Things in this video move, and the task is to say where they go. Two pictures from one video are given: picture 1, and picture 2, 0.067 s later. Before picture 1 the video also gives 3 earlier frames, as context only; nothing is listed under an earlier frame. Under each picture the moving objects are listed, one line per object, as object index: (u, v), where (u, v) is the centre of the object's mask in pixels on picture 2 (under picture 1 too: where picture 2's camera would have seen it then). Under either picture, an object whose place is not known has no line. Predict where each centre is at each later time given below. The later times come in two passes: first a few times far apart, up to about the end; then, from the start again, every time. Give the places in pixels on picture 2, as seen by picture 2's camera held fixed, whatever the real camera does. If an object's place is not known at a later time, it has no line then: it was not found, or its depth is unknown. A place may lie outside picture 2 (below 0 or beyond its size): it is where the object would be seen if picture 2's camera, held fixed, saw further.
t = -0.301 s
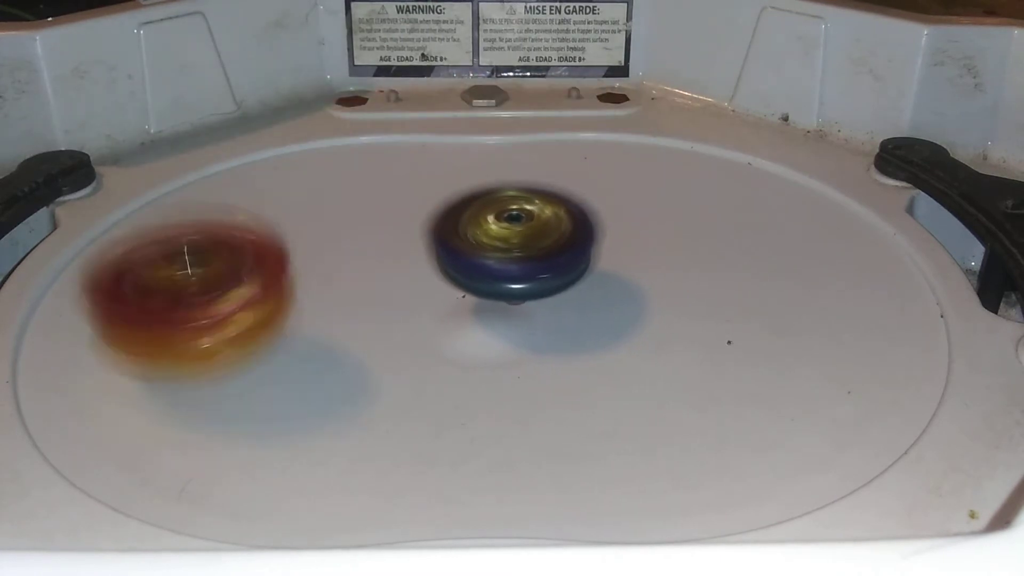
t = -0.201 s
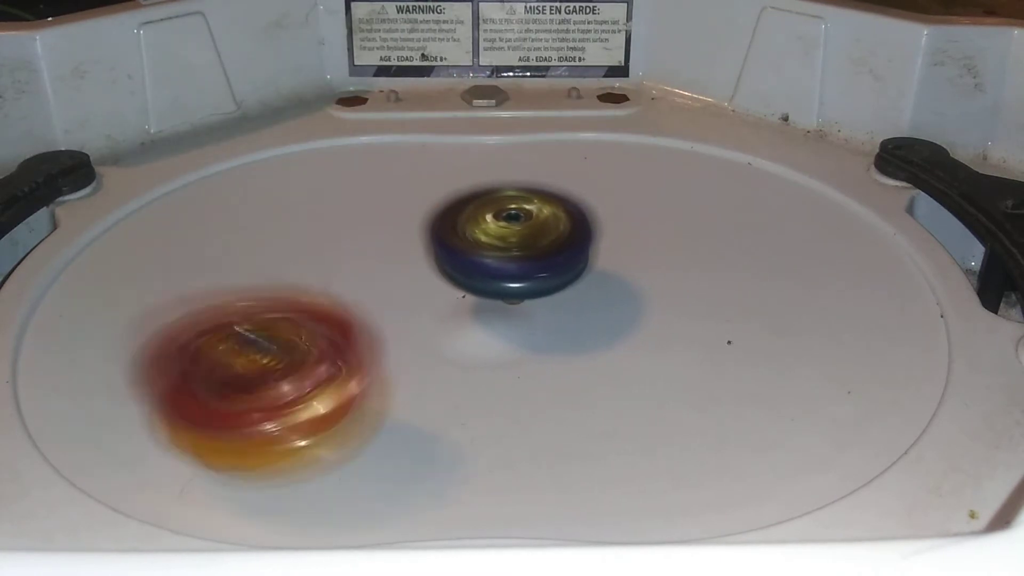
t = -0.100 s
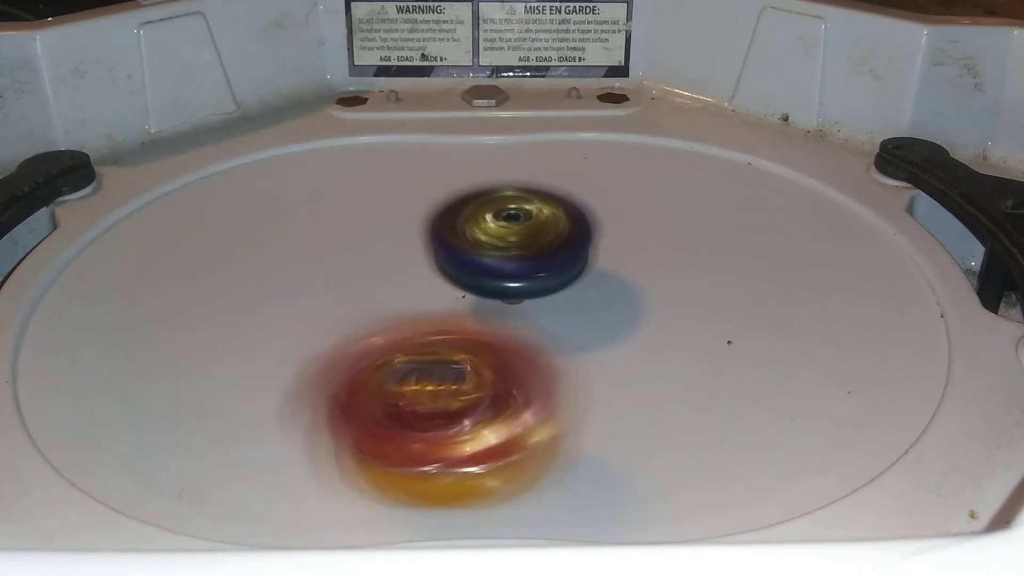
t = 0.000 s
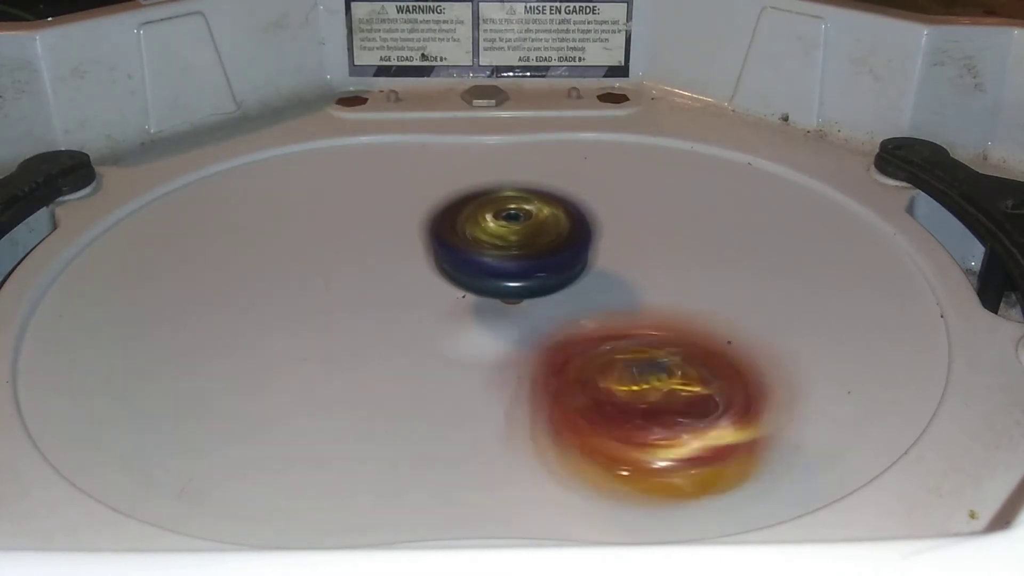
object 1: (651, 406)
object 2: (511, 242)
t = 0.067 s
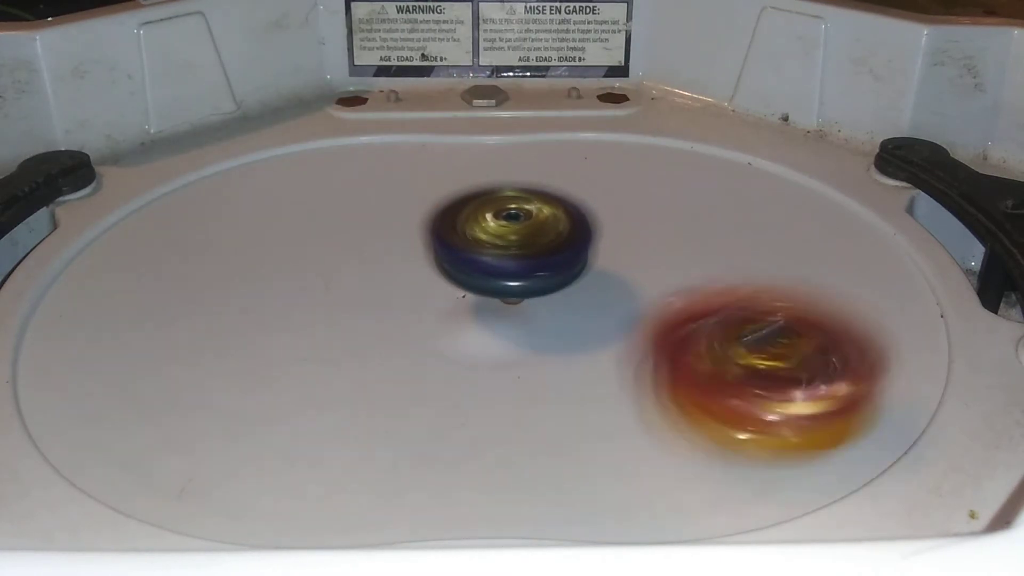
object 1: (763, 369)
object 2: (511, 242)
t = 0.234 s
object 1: (832, 239)
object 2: (515, 242)
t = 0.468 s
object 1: (640, 133)
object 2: (528, 245)
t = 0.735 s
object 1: (324, 181)
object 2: (550, 255)
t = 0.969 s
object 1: (227, 348)
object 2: (559, 263)
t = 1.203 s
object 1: (600, 414)
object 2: (563, 265)
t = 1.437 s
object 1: (773, 254)
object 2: (562, 266)
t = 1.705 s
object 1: (578, 133)
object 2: (555, 265)
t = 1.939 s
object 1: (327, 173)
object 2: (547, 265)
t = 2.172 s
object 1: (269, 339)
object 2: (538, 263)
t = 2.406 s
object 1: (621, 405)
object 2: (540, 258)
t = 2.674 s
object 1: (798, 241)
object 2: (541, 258)
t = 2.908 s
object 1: (611, 150)
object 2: (543, 264)
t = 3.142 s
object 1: (355, 176)
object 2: (544, 269)
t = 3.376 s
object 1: (229, 311)
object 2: (546, 272)
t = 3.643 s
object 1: (560, 396)
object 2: (543, 268)
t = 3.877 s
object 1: (751, 263)
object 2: (541, 276)
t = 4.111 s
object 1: (638, 150)
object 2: (541, 275)
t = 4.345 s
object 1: (414, 161)
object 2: (541, 271)
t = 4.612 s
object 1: (301, 313)
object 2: (541, 265)
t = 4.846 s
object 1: (566, 400)
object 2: (541, 262)
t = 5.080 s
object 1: (772, 288)
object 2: (541, 262)
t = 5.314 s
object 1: (654, 175)
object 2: (541, 263)
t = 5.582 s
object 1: (394, 168)
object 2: (543, 265)
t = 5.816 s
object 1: (260, 282)
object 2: (543, 267)
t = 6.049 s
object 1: (452, 386)
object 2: (545, 264)
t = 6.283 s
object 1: (732, 312)
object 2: (542, 267)
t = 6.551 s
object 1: (679, 174)
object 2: (542, 267)
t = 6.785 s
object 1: (470, 168)
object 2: (542, 267)
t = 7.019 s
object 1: (325, 271)
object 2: (542, 266)
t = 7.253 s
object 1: (442, 387)
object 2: (544, 264)
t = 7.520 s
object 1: (705, 309)
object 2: (535, 263)
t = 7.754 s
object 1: (712, 190)
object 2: (492, 241)
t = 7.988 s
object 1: (530, 157)
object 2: (461, 256)
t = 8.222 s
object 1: (365, 117)
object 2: (198, 443)
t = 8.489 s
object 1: (312, 222)
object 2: (300, 332)
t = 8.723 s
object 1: (489, 258)
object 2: (461, 367)
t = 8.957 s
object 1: (683, 224)
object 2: (617, 341)
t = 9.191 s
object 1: (701, 147)
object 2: (817, 266)
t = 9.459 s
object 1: (493, 162)
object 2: (803, 252)
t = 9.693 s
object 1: (379, 289)
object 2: (669, 236)
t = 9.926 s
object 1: (435, 404)
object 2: (482, 221)
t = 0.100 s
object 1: (796, 346)
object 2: (511, 242)
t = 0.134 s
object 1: (821, 318)
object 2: (511, 242)
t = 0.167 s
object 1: (836, 290)
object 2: (512, 241)
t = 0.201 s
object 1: (835, 264)
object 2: (514, 241)
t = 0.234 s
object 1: (832, 239)
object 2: (515, 242)
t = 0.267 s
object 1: (817, 217)
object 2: (517, 242)
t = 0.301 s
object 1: (797, 197)
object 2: (519, 242)
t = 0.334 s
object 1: (773, 178)
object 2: (520, 243)
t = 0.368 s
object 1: (744, 162)
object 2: (522, 244)
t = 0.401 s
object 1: (710, 149)
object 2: (523, 244)
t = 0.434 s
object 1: (680, 139)
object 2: (525, 244)
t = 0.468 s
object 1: (640, 133)
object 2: (528, 245)
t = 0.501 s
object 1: (599, 127)
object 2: (530, 245)
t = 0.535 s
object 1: (560, 128)
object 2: (533, 246)
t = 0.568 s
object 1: (518, 129)
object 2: (536, 247)
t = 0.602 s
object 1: (484, 133)
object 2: (539, 248)
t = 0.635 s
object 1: (439, 144)
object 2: (542, 249)
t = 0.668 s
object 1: (398, 152)
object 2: (544, 251)
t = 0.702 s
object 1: (360, 168)
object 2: (547, 254)
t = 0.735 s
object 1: (324, 181)
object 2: (550, 255)
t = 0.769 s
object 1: (297, 202)
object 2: (551, 257)
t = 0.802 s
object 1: (265, 221)
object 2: (553, 258)
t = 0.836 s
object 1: (246, 239)
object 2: (555, 260)
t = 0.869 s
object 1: (225, 269)
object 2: (555, 261)
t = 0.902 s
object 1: (218, 295)
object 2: (557, 262)
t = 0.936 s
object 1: (217, 324)
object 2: (558, 262)
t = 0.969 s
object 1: (227, 348)
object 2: (559, 263)
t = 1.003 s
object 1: (251, 377)
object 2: (560, 264)
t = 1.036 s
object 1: (290, 397)
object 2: (561, 264)
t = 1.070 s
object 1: (341, 411)
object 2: (562, 264)
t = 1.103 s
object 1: (397, 415)
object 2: (562, 265)
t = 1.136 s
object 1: (465, 415)
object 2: (562, 265)
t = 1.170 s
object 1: (532, 414)
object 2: (563, 265)
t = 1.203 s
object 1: (600, 414)
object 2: (563, 265)
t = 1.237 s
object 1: (663, 400)
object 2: (562, 265)
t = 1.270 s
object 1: (709, 380)
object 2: (563, 266)
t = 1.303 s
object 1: (743, 357)
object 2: (564, 266)
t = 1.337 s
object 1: (765, 330)
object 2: (563, 266)
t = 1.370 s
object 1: (775, 305)
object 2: (563, 266)
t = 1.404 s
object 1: (778, 278)
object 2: (562, 267)
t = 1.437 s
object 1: (773, 254)
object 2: (562, 266)
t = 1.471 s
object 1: (760, 232)
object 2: (561, 266)
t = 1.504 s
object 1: (745, 213)
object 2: (561, 267)
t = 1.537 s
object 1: (727, 192)
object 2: (559, 266)
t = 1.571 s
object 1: (701, 177)
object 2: (559, 266)
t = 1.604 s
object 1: (674, 161)
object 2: (558, 265)
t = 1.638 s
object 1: (646, 149)
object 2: (557, 266)
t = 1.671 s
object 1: (613, 139)
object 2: (556, 265)
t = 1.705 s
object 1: (578, 133)
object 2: (555, 265)
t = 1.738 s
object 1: (540, 132)
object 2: (554, 265)
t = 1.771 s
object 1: (504, 130)
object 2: (553, 265)
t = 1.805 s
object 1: (466, 133)
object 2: (552, 264)
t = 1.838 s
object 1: (427, 139)
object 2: (551, 264)
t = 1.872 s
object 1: (392, 148)
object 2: (550, 264)
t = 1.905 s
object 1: (355, 160)
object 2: (548, 264)
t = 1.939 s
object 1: (327, 173)
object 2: (547, 265)
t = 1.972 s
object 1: (295, 196)
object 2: (545, 265)
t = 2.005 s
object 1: (277, 215)
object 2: (543, 266)
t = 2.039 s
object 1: (262, 233)
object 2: (541, 266)
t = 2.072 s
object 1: (250, 263)
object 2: (540, 266)
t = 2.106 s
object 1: (248, 286)
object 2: (539, 265)
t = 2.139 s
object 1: (255, 311)
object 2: (539, 264)
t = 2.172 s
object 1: (269, 339)
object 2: (538, 263)
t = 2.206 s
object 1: (293, 360)
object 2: (538, 261)
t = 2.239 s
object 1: (335, 380)
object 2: (539, 260)
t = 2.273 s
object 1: (378, 393)
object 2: (539, 259)
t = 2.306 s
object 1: (435, 397)
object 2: (540, 259)
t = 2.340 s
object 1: (495, 402)
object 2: (540, 257)
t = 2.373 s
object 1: (556, 406)
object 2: (540, 256)
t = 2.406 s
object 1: (621, 405)
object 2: (540, 258)
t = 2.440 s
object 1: (678, 395)
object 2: (540, 258)
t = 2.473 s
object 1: (726, 379)
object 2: (540, 258)
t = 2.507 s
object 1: (764, 357)
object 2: (540, 258)
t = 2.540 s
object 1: (788, 335)
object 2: (541, 258)
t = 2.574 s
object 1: (804, 310)
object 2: (541, 258)
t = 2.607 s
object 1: (808, 286)
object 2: (541, 258)
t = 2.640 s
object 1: (807, 262)
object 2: (541, 258)
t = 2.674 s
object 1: (798, 241)
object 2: (541, 258)
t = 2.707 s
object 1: (783, 222)
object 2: (541, 259)
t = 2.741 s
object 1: (760, 205)
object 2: (542, 260)
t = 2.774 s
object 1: (737, 189)
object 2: (542, 261)
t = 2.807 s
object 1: (709, 175)
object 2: (542, 261)
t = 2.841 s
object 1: (677, 162)
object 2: (542, 262)
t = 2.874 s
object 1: (644, 156)
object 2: (542, 263)
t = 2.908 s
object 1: (611, 150)
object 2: (543, 264)
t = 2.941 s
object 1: (572, 144)
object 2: (543, 265)
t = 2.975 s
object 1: (541, 143)
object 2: (544, 266)
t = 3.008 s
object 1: (500, 146)
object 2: (544, 266)
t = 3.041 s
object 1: (462, 150)
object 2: (544, 267)
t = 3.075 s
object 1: (423, 156)
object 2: (544, 268)
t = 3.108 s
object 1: (389, 164)
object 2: (544, 269)
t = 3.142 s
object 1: (355, 176)
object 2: (544, 269)
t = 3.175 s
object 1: (321, 190)
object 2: (544, 269)
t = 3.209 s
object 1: (296, 205)
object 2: (544, 270)
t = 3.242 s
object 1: (274, 221)
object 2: (545, 271)
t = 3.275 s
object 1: (252, 243)
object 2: (545, 271)
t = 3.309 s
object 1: (235, 265)
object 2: (545, 271)
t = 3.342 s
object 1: (229, 288)
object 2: (545, 272)
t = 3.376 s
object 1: (229, 311)
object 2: (546, 272)
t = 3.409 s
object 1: (237, 339)
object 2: (546, 273)
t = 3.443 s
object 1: (258, 360)
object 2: (545, 273)
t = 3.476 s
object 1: (292, 379)
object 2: (545, 274)
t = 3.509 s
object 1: (335, 395)
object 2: (545, 274)
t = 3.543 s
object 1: (382, 400)
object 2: (544, 274)
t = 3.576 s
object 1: (441, 401)
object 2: (544, 274)
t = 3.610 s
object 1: (501, 400)
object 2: (544, 273)
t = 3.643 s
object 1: (560, 396)
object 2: (543, 268)
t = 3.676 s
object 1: (618, 388)
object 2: (538, 269)
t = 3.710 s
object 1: (663, 373)
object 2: (536, 271)
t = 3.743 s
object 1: (697, 355)
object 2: (539, 275)
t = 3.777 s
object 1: (724, 333)
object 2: (541, 276)
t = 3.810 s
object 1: (740, 310)
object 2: (541, 276)
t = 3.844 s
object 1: (748, 287)
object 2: (541, 276)
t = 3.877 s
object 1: (751, 263)
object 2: (541, 276)
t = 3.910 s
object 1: (748, 244)
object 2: (540, 276)
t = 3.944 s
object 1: (738, 224)
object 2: (540, 275)
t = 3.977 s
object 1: (725, 205)
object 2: (540, 276)
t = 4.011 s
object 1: (708, 189)
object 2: (540, 275)
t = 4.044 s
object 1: (688, 174)
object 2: (541, 276)
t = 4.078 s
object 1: (665, 160)
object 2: (541, 275)
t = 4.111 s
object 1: (638, 150)
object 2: (541, 275)
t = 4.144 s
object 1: (612, 142)
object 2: (540, 274)
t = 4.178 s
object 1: (576, 137)
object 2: (541, 275)
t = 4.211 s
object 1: (543, 136)
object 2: (541, 274)
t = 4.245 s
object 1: (512, 137)
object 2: (541, 274)
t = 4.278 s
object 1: (478, 140)
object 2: (541, 273)
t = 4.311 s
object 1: (445, 151)
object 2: (541, 272)
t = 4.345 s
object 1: (414, 161)
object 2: (541, 271)
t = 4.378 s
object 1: (381, 175)
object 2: (540, 271)
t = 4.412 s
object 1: (355, 189)
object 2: (540, 269)
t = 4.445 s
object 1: (335, 206)
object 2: (541, 268)
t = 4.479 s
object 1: (320, 223)
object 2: (540, 267)
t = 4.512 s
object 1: (307, 247)
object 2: (541, 266)
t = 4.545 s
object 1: (298, 270)
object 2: (541, 266)
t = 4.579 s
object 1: (296, 290)
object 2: (541, 265)
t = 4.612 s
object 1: (301, 313)
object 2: (541, 265)
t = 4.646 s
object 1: (319, 338)
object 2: (541, 265)
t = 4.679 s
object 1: (337, 356)
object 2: (541, 265)
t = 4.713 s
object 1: (367, 375)
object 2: (541, 265)
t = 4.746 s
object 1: (403, 385)
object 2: (541, 264)
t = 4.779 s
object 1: (451, 391)
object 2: (542, 262)
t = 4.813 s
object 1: (508, 397)
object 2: (540, 263)
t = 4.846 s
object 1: (566, 400)
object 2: (541, 262)
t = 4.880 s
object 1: (621, 397)
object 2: (540, 261)
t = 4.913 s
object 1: (671, 386)
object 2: (540, 262)
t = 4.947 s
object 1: (711, 374)
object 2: (541, 263)
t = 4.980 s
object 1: (739, 353)
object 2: (540, 263)
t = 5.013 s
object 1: (760, 331)
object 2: (540, 262)
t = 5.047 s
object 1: (770, 310)
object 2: (541, 262)
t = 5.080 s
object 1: (772, 288)
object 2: (541, 262)
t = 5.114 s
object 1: (768, 266)
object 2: (541, 263)
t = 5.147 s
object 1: (759, 249)
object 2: (541, 263)
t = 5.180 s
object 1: (744, 230)
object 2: (540, 263)
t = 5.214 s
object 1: (726, 215)
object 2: (541, 263)
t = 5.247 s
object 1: (705, 200)
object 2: (541, 263)
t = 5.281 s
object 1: (681, 187)
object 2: (540, 263)
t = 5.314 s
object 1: (654, 175)
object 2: (541, 263)
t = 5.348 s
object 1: (628, 165)
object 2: (541, 263)
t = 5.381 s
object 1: (597, 159)
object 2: (541, 263)
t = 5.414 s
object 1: (566, 153)
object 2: (542, 264)
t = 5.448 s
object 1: (531, 151)
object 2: (542, 264)
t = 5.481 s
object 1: (497, 153)
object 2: (542, 264)
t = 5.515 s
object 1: (462, 156)
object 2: (542, 264)
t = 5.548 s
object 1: (427, 160)
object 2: (542, 264)
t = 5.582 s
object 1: (394, 168)
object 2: (543, 265)
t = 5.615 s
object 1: (365, 176)
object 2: (542, 265)
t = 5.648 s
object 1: (336, 193)
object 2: (543, 266)
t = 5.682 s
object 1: (312, 207)
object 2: (543, 267)
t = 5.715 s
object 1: (290, 223)
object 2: (543, 267)
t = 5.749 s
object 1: (274, 242)
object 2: (543, 267)
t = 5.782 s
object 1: (264, 260)
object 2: (543, 267)
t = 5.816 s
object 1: (260, 282)
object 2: (543, 267)
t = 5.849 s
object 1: (263, 303)
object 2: (543, 267)
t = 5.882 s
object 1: (276, 325)
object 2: (543, 267)
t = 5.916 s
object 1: (296, 348)
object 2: (543, 267)
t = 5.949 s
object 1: (323, 366)
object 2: (543, 267)
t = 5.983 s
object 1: (360, 377)
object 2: (543, 268)
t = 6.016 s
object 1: (402, 384)
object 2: (543, 267)
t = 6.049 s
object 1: (452, 386)
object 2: (545, 264)
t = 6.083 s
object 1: (506, 387)
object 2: (545, 260)
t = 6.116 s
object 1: (564, 386)
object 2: (543, 260)
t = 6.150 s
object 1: (613, 379)
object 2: (539, 260)
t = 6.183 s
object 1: (657, 367)
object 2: (538, 263)
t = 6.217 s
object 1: (690, 351)
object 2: (539, 265)
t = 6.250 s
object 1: (716, 332)
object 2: (542, 267)
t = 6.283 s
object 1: (732, 312)
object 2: (542, 267)
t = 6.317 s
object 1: (743, 291)
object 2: (542, 268)
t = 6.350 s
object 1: (747, 270)
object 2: (542, 267)
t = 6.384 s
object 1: (746, 249)
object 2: (542, 267)
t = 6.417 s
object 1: (741, 234)
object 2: (542, 267)
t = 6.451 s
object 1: (732, 217)
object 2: (542, 267)
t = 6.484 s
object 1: (719, 201)
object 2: (542, 267)
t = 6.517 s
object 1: (702, 188)
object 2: (542, 267)
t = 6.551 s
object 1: (679, 174)
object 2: (542, 267)
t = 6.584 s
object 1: (655, 166)
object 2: (542, 267)
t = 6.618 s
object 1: (628, 159)
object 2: (542, 266)
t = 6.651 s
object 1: (597, 155)
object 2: (542, 267)
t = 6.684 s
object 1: (567, 152)
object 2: (542, 267)
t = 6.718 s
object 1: (536, 155)
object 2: (542, 267)
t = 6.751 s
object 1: (504, 160)
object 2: (542, 267)
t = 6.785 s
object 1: (470, 168)
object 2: (542, 267)
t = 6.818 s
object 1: (441, 178)
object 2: (542, 267)
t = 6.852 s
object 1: (411, 191)
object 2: (542, 267)
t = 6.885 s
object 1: (388, 204)
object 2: (542, 267)
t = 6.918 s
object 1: (365, 219)
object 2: (542, 267)
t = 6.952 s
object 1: (349, 235)
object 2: (542, 267)
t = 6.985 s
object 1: (335, 252)
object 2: (542, 266)
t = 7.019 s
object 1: (325, 271)
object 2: (542, 266)
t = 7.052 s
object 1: (319, 291)
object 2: (542, 266)
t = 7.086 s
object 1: (319, 313)
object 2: (542, 266)
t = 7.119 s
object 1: (328, 333)
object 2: (542, 267)
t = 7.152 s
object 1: (343, 355)
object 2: (542, 266)
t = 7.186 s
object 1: (368, 370)
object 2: (542, 267)
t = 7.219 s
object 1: (401, 381)
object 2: (542, 266)
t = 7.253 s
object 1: (442, 387)
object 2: (544, 264)
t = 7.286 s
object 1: (485, 389)
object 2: (544, 262)
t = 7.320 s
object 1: (532, 389)
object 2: (543, 260)
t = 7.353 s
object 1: (579, 386)
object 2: (541, 259)
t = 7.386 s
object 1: (623, 377)
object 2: (538, 260)
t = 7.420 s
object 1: (654, 364)
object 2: (536, 261)
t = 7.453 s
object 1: (679, 346)
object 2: (537, 263)
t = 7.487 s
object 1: (692, 327)
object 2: (537, 265)
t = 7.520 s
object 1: (705, 309)
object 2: (535, 263)
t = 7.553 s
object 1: (720, 290)
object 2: (522, 260)
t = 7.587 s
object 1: (733, 271)
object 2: (512, 253)
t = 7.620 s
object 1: (740, 254)
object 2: (507, 247)
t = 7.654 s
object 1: (742, 236)
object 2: (503, 246)
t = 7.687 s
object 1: (736, 219)
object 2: (499, 244)
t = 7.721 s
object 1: (727, 204)
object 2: (496, 242)
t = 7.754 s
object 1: (712, 190)
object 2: (492, 241)
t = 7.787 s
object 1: (692, 177)
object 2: (488, 241)
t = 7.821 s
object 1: (670, 169)
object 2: (485, 241)
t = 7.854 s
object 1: (645, 162)
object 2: (481, 241)
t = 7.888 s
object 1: (617, 158)
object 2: (477, 242)
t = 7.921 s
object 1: (587, 156)
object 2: (472, 243)
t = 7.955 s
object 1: (560, 156)
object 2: (468, 244)
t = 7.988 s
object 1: (530, 157)
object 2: (461, 256)
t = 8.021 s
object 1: (505, 130)
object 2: (443, 291)
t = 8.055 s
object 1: (487, 113)
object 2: (412, 344)
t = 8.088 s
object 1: (464, 97)
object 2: (378, 378)
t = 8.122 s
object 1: (440, 95)
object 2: (339, 405)
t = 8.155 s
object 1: (412, 104)
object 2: (290, 431)
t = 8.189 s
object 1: (387, 112)
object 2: (235, 448)
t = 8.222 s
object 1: (365, 117)
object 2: (198, 443)
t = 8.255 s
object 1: (346, 123)
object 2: (196, 433)
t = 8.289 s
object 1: (329, 129)
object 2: (200, 414)
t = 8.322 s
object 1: (312, 138)
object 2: (208, 389)
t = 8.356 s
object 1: (299, 150)
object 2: (221, 372)
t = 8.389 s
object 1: (292, 167)
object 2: (238, 357)
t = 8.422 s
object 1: (293, 186)
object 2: (259, 346)
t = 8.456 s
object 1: (299, 209)
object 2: (280, 337)
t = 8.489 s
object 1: (312, 222)
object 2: (300, 332)
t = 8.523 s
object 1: (328, 233)
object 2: (321, 343)
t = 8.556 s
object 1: (350, 241)
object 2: (340, 361)
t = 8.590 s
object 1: (376, 247)
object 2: (362, 364)
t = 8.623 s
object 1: (404, 255)
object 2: (386, 368)
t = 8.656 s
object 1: (434, 259)
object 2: (410, 370)
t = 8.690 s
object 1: (461, 258)
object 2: (435, 368)
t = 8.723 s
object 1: (489, 258)
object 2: (461, 367)
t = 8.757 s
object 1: (519, 263)
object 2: (483, 368)
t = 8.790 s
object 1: (548, 264)
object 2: (506, 379)
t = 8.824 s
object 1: (575, 259)
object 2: (524, 374)
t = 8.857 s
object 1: (606, 252)
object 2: (543, 370)
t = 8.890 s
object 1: (635, 244)
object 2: (567, 363)
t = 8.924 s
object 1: (660, 233)
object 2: (591, 352)
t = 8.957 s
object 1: (683, 224)
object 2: (617, 341)
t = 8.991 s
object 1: (701, 212)
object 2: (644, 327)
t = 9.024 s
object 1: (716, 199)
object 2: (674, 310)
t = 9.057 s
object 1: (728, 187)
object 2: (703, 294)
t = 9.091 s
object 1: (734, 175)
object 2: (728, 276)
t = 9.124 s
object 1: (734, 168)
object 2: (751, 263)
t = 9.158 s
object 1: (722, 159)
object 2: (790, 263)
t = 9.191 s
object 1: (701, 147)
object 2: (817, 266)
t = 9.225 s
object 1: (683, 136)
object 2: (832, 265)
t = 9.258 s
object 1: (658, 130)
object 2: (835, 263)
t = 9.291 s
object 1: (632, 126)
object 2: (834, 262)
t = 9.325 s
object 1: (603, 127)
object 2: (831, 259)
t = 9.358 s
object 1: (576, 130)
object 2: (827, 258)
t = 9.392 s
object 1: (547, 138)
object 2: (820, 256)
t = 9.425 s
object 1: (520, 149)
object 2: (813, 254)
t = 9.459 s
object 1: (493, 162)
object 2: (803, 252)
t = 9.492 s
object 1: (470, 176)
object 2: (790, 249)
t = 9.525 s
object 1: (448, 193)
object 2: (776, 246)
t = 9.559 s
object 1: (431, 210)
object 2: (759, 244)
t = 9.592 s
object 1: (415, 228)
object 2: (740, 242)
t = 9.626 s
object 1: (403, 248)
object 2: (717, 240)
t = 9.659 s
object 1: (389, 269)
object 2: (694, 238)
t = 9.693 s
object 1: (379, 289)
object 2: (669, 236)
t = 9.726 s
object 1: (370, 308)
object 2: (640, 234)
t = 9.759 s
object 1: (367, 329)
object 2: (614, 231)
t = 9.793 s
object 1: (366, 348)
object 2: (586, 228)
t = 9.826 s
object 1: (372, 368)
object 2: (557, 226)
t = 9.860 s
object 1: (386, 384)
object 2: (530, 224)
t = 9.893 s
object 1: (406, 397)
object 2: (505, 222)
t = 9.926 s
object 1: (435, 404)
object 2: (482, 221)
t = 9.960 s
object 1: (466, 410)
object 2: (461, 223)
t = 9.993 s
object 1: (505, 412)
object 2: (440, 225)
